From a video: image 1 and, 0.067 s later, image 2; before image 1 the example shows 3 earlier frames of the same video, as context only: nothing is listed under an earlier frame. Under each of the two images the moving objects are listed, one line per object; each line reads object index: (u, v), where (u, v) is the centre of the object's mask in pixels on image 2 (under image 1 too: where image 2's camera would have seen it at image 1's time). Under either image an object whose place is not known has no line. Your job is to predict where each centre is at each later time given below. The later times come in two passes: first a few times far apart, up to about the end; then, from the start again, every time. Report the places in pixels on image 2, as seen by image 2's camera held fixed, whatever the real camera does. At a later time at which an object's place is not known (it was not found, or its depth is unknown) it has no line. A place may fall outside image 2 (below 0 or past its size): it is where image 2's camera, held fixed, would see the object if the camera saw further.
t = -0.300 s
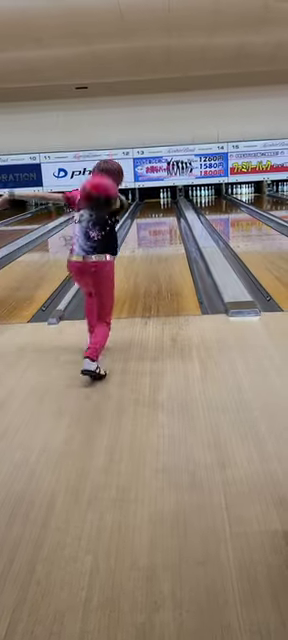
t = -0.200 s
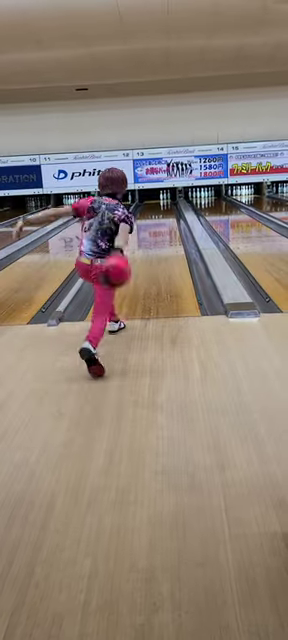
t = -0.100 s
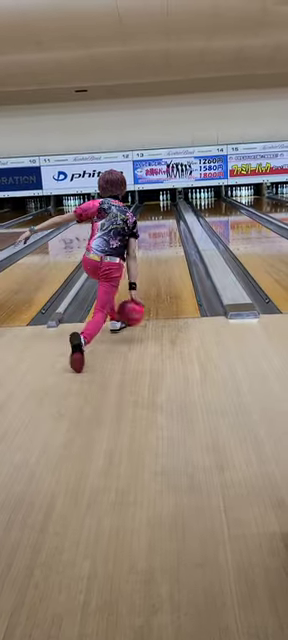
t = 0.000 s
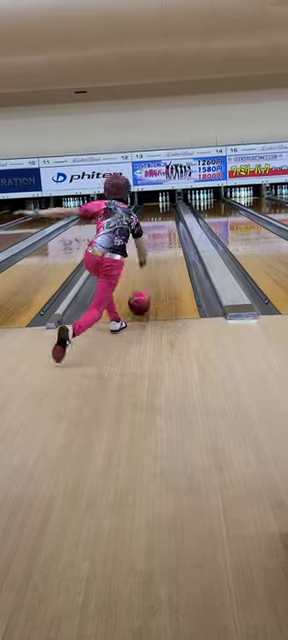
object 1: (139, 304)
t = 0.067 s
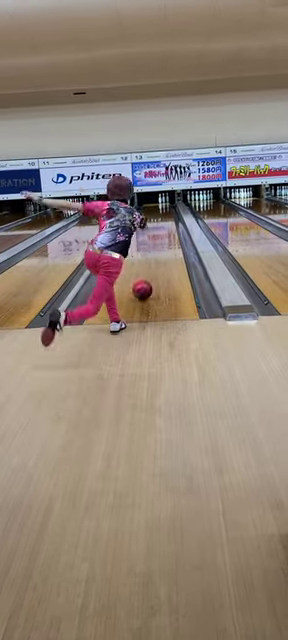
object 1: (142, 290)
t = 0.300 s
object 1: (150, 258)
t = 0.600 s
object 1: (156, 236)
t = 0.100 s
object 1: (143, 284)
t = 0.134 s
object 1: (145, 279)
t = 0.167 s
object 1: (146, 274)
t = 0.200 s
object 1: (147, 269)
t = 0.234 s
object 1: (148, 265)
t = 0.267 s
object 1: (149, 262)
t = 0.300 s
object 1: (150, 258)
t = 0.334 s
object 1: (151, 255)
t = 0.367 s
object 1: (152, 252)
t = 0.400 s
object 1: (152, 249)
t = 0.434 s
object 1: (153, 247)
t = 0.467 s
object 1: (153, 244)
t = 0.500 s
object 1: (154, 242)
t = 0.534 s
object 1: (155, 240)
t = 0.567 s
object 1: (155, 238)
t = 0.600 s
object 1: (156, 236)
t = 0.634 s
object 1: (156, 234)
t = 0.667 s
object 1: (157, 233)
